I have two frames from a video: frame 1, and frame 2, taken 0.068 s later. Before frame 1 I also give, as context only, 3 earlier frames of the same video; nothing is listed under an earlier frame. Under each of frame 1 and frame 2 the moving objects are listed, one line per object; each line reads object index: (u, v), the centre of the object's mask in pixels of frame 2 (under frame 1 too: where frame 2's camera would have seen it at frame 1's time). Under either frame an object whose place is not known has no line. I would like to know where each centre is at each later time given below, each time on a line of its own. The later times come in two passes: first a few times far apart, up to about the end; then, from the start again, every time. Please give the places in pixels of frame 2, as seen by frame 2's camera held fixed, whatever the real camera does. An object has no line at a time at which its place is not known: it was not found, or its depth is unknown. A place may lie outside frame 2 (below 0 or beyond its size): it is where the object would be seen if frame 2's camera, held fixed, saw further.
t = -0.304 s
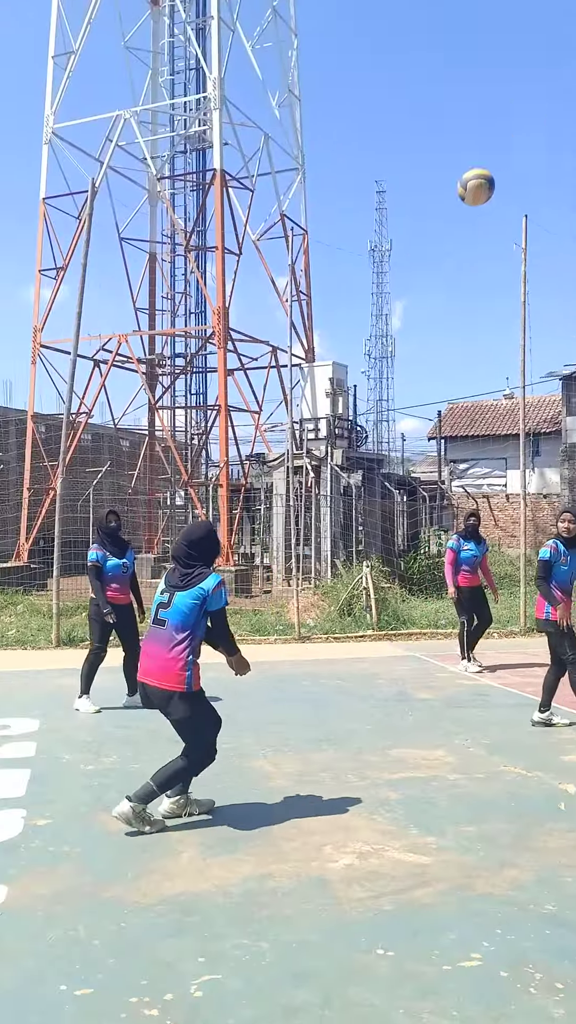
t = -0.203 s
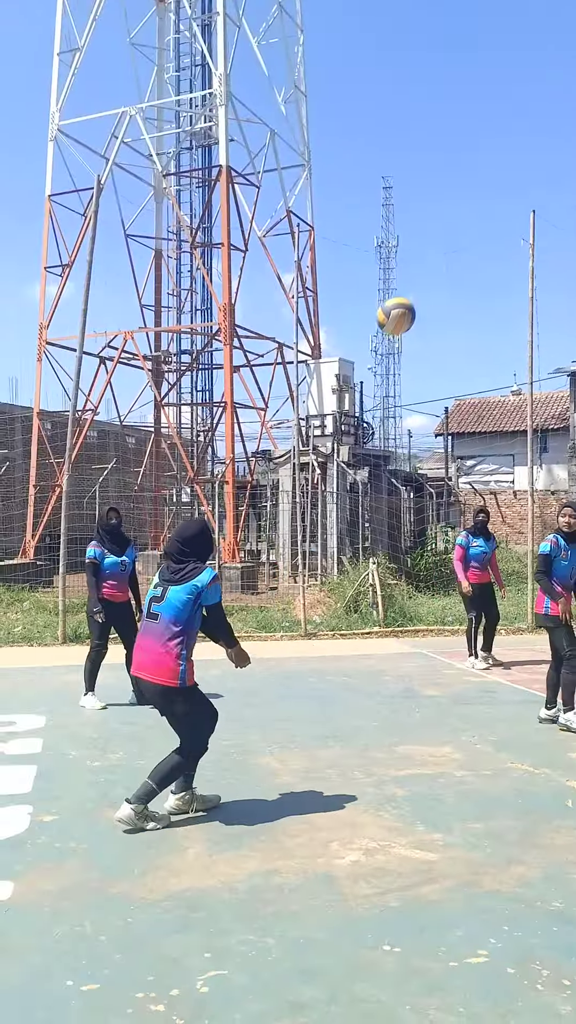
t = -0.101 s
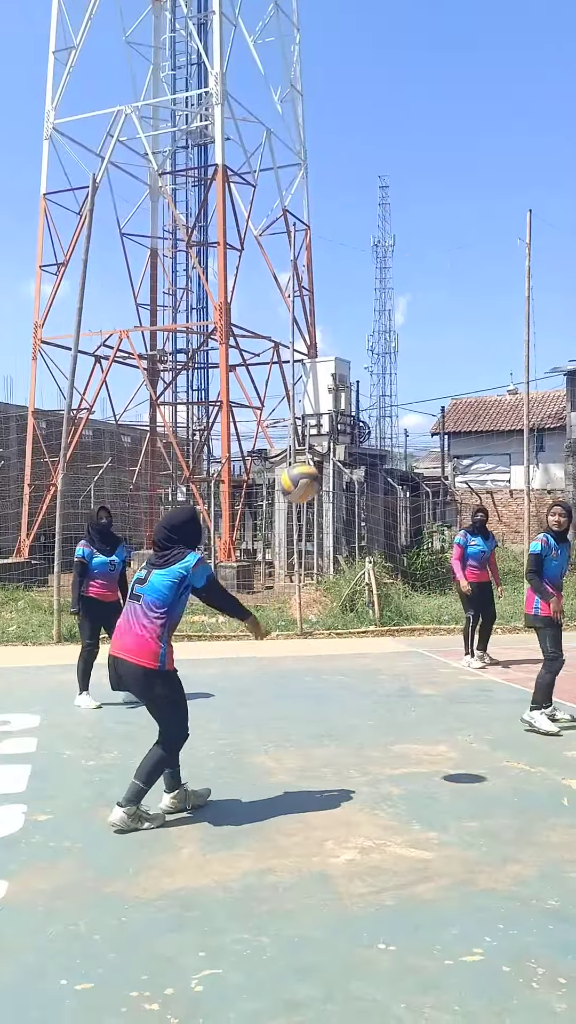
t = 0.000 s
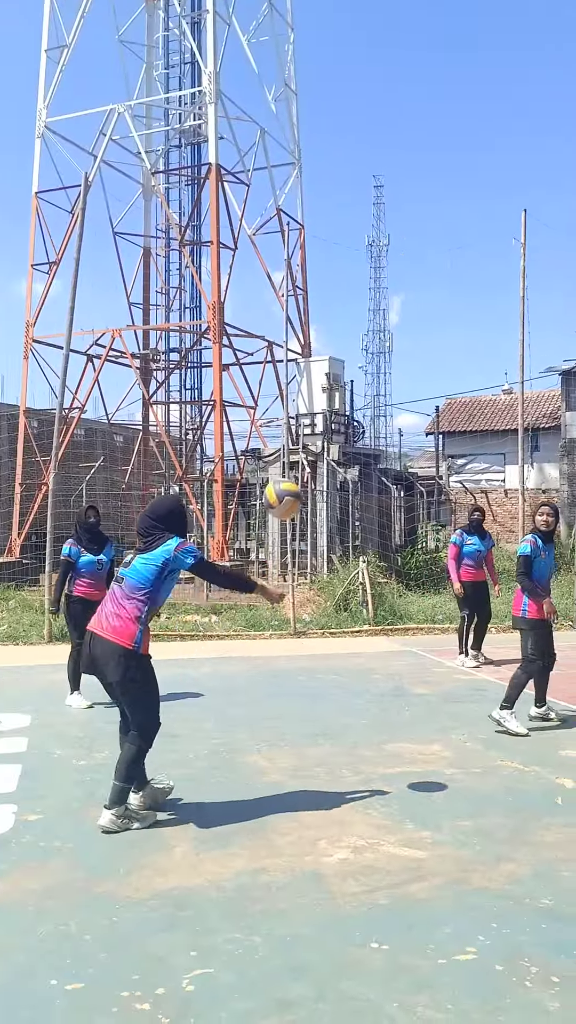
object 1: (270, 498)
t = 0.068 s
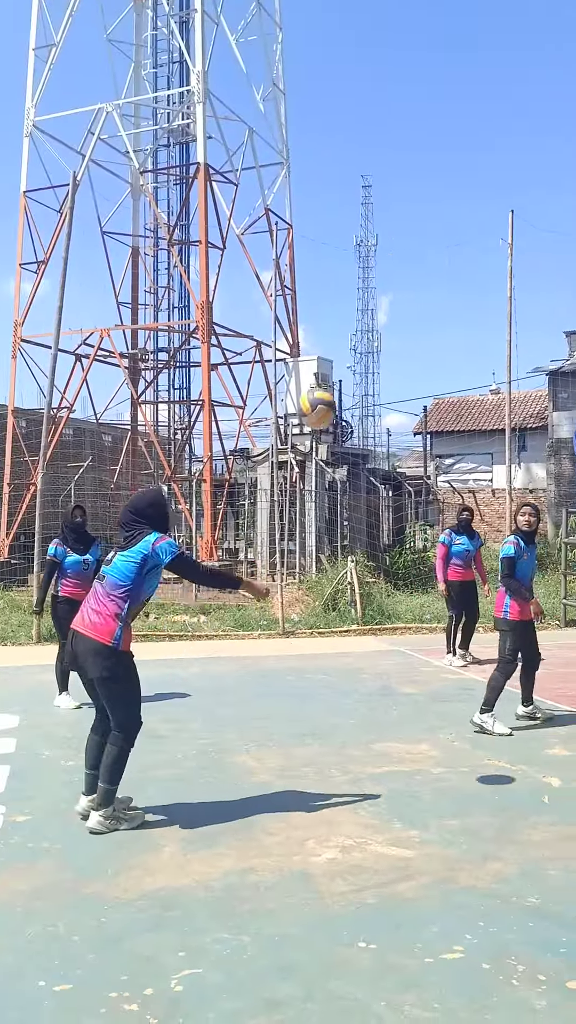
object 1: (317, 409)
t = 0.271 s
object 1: (452, 191)
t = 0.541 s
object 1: (638, 26)
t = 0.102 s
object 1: (338, 367)
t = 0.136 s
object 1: (361, 327)
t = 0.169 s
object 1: (384, 289)
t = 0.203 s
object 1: (406, 254)
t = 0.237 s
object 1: (429, 221)
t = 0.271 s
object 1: (452, 191)
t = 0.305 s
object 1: (475, 162)
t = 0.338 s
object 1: (499, 136)
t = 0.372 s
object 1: (521, 112)
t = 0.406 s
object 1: (545, 91)
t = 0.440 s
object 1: (569, 71)
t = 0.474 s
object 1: (591, 54)
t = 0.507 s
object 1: (614, 39)
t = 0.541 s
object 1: (638, 26)
